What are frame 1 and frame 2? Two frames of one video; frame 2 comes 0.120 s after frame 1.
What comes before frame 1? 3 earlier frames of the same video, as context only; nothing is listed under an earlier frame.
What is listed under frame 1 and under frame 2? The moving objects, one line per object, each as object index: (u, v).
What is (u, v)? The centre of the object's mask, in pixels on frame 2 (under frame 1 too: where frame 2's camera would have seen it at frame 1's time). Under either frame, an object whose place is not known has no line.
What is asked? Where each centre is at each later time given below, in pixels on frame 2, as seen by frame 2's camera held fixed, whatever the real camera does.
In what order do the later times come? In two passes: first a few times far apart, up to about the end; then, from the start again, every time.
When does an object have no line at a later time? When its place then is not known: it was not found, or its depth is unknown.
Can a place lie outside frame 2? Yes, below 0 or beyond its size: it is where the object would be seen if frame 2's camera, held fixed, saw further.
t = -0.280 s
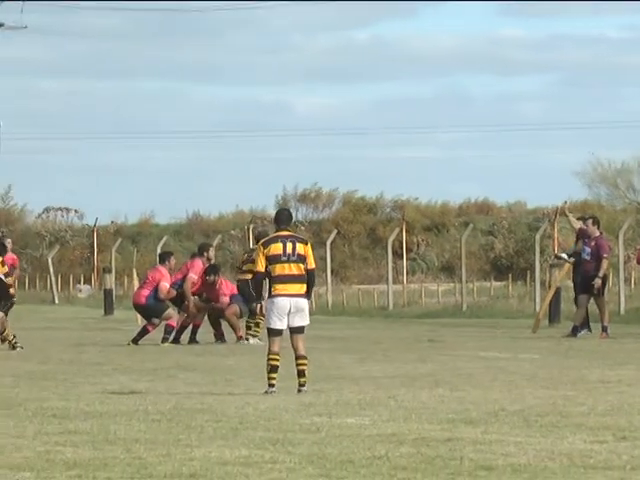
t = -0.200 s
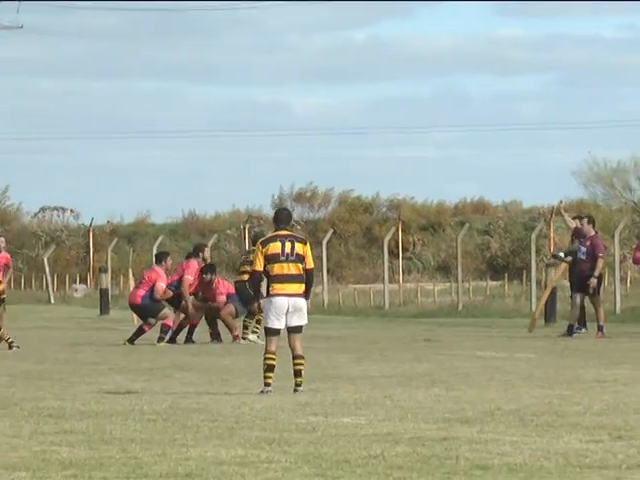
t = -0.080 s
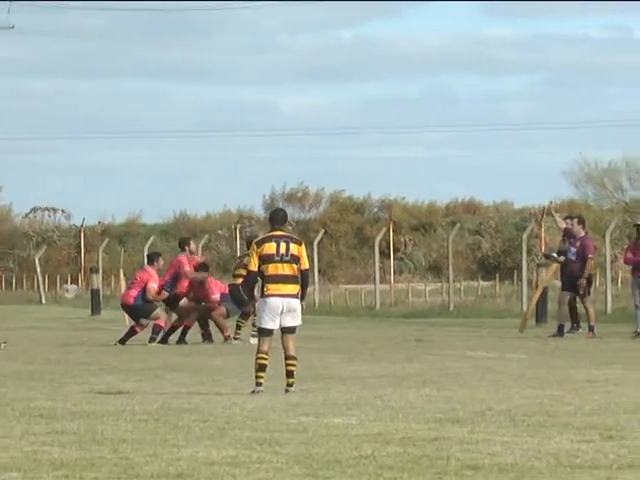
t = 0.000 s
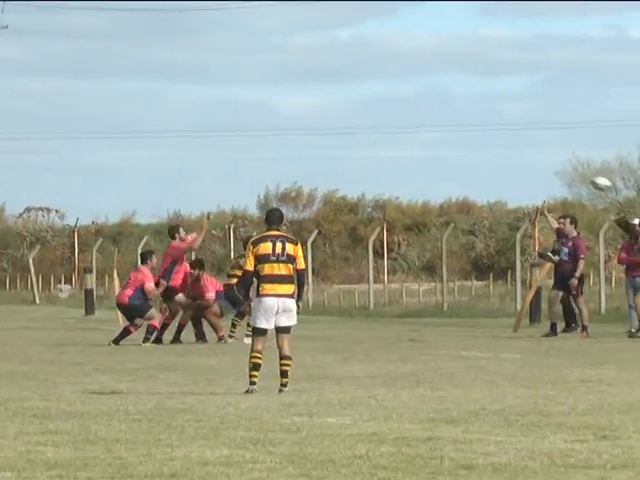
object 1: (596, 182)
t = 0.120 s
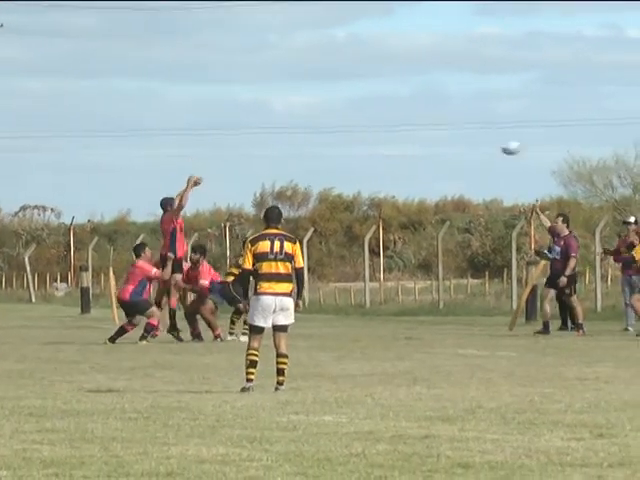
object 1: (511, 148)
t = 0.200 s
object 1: (453, 132)
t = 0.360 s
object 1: (339, 112)
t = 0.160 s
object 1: (482, 140)
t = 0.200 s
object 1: (453, 132)
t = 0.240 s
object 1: (425, 125)
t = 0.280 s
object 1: (395, 120)
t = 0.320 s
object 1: (368, 116)
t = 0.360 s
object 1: (339, 112)
